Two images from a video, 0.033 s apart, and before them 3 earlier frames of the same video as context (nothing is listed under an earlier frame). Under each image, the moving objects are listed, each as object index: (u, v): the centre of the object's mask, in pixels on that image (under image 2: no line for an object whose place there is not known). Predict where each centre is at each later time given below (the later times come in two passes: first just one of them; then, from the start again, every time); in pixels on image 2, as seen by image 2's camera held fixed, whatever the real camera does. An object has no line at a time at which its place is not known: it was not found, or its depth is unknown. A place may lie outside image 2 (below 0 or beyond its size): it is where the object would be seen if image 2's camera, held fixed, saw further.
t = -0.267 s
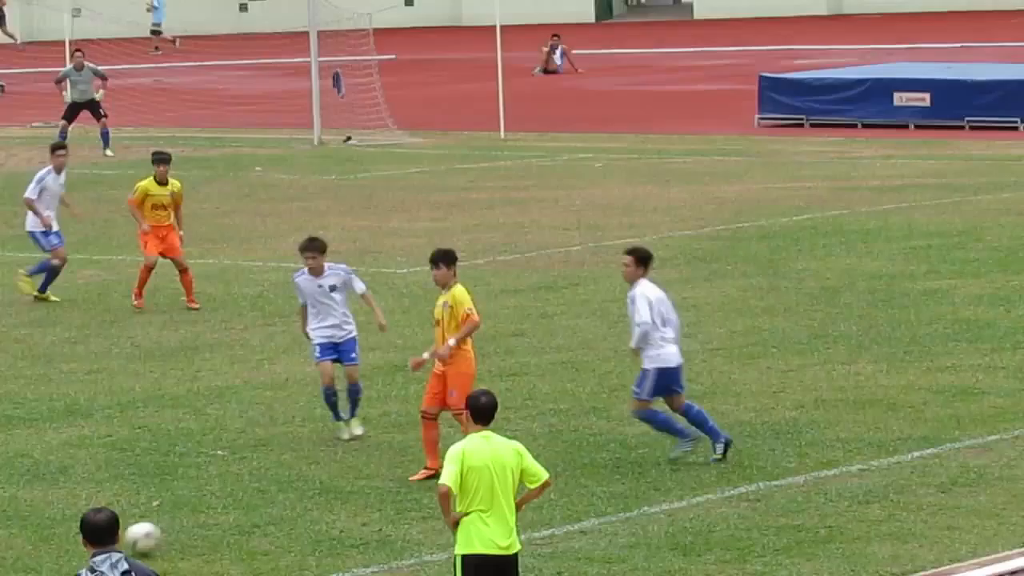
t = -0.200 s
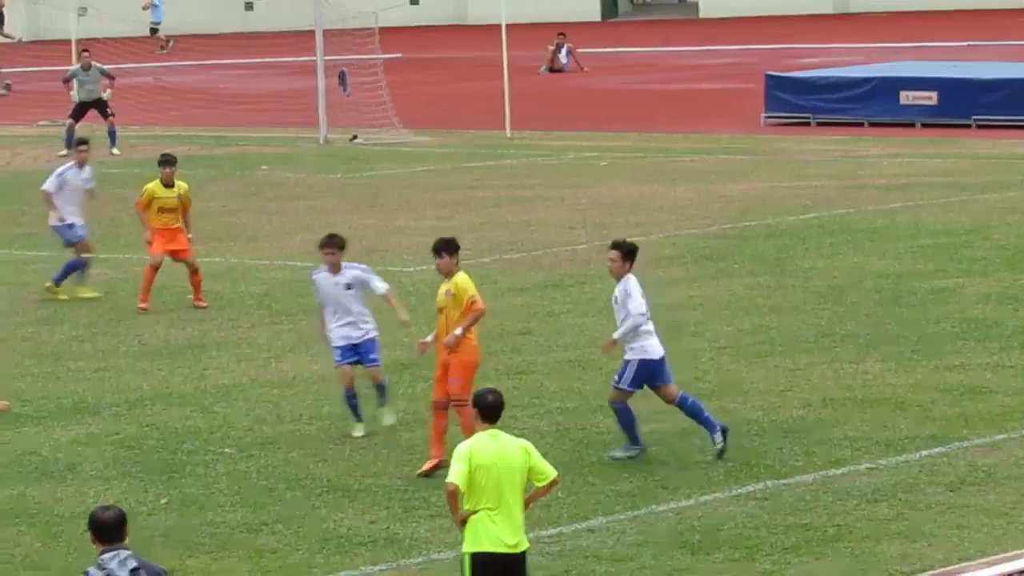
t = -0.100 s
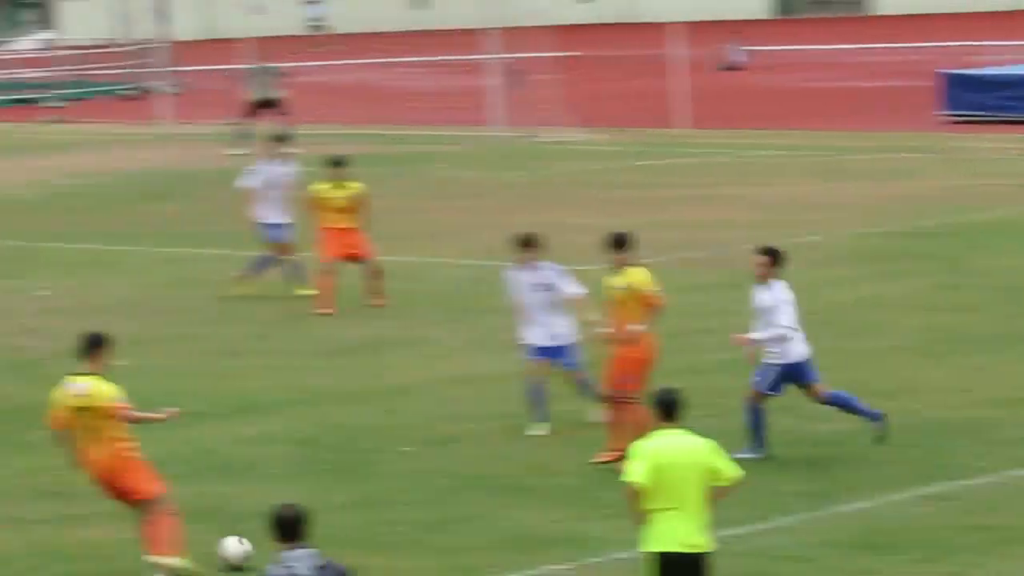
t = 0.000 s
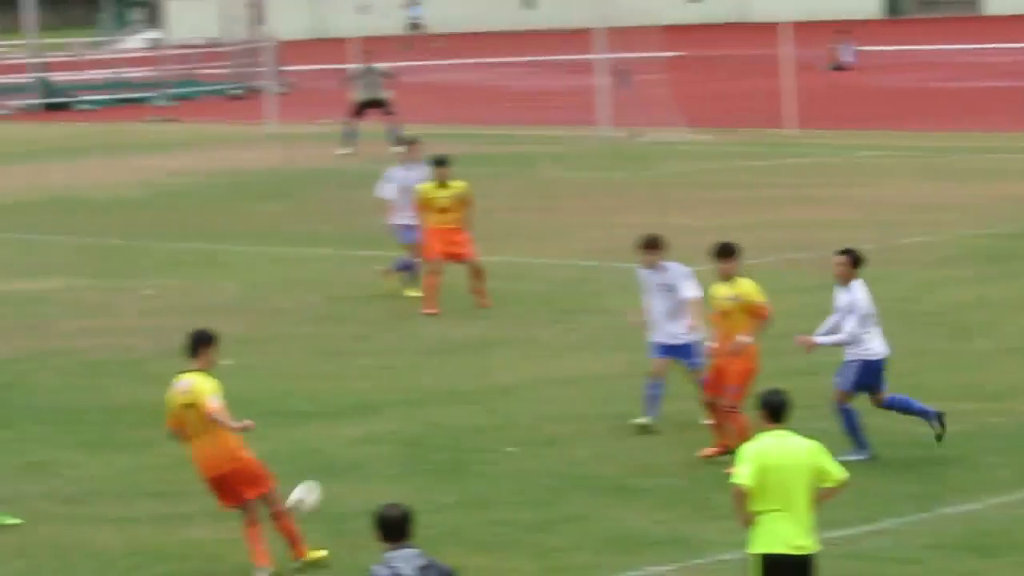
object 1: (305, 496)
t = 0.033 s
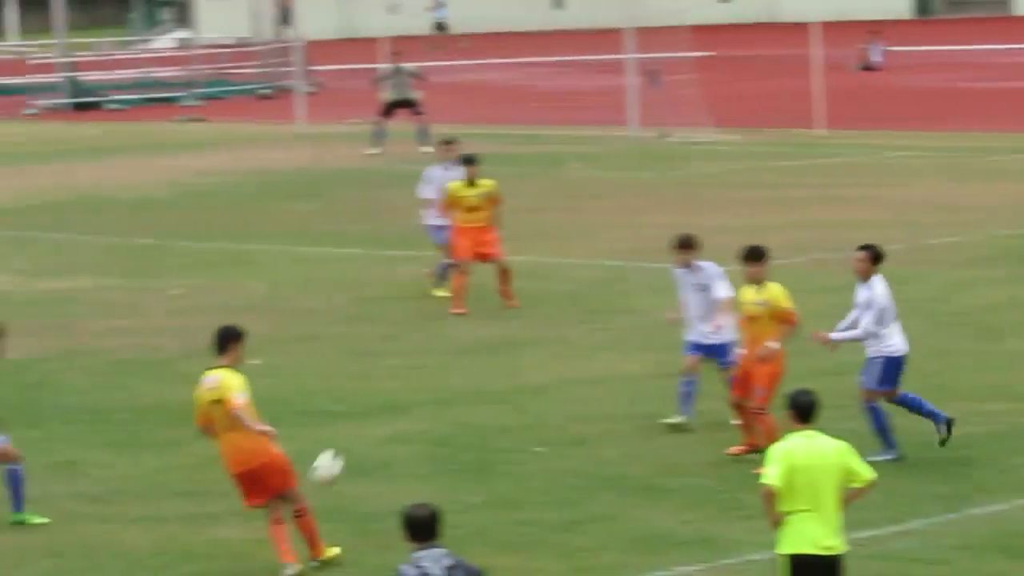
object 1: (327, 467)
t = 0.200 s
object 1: (292, 350)
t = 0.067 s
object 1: (321, 437)
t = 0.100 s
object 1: (314, 413)
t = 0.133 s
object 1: (305, 390)
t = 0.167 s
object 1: (300, 368)
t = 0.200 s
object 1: (292, 350)
